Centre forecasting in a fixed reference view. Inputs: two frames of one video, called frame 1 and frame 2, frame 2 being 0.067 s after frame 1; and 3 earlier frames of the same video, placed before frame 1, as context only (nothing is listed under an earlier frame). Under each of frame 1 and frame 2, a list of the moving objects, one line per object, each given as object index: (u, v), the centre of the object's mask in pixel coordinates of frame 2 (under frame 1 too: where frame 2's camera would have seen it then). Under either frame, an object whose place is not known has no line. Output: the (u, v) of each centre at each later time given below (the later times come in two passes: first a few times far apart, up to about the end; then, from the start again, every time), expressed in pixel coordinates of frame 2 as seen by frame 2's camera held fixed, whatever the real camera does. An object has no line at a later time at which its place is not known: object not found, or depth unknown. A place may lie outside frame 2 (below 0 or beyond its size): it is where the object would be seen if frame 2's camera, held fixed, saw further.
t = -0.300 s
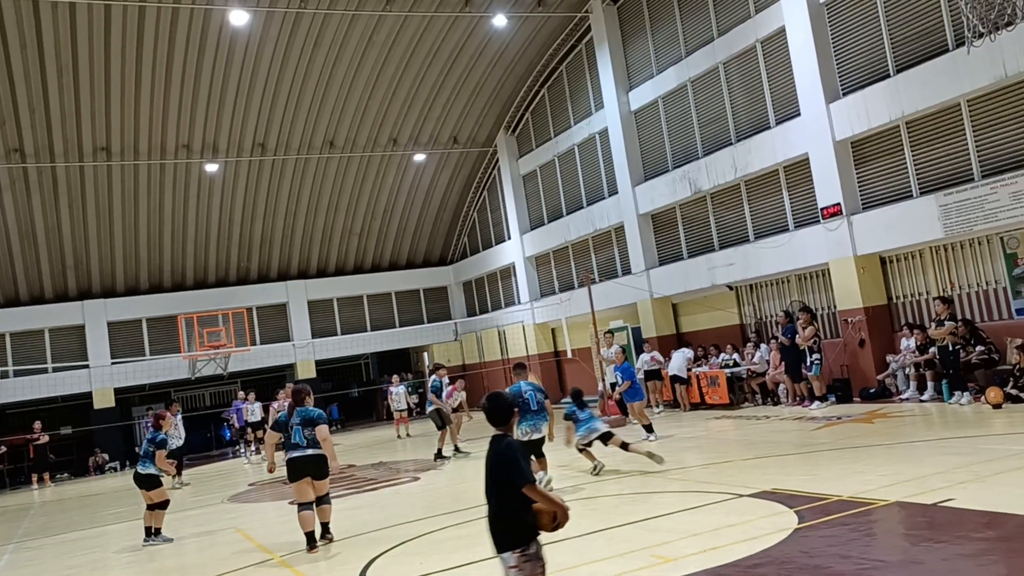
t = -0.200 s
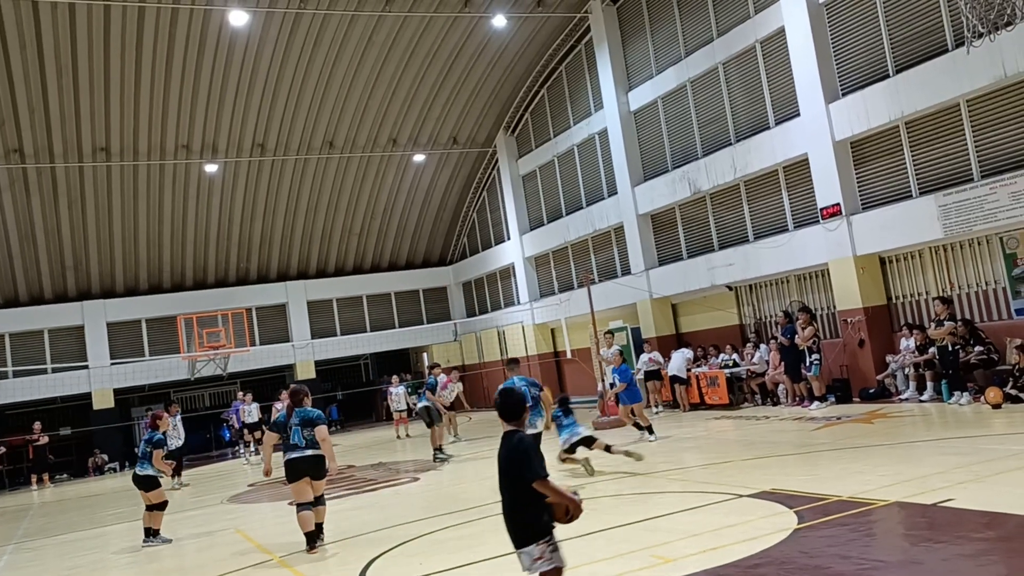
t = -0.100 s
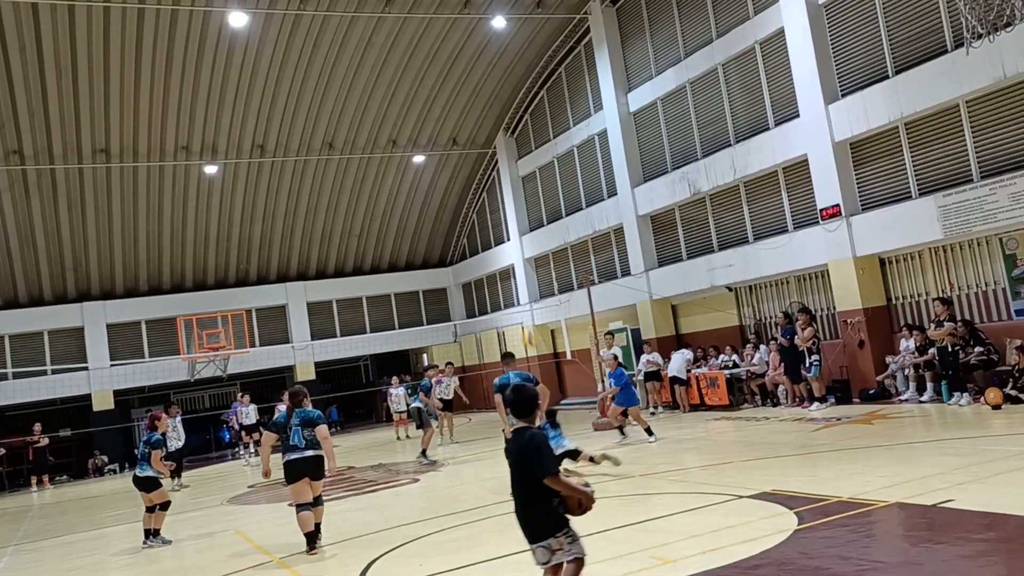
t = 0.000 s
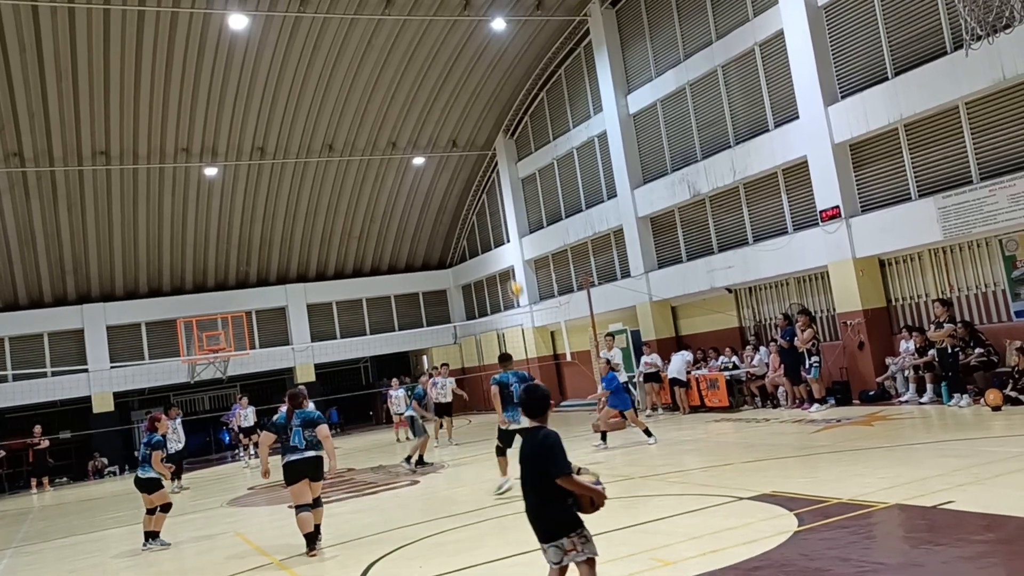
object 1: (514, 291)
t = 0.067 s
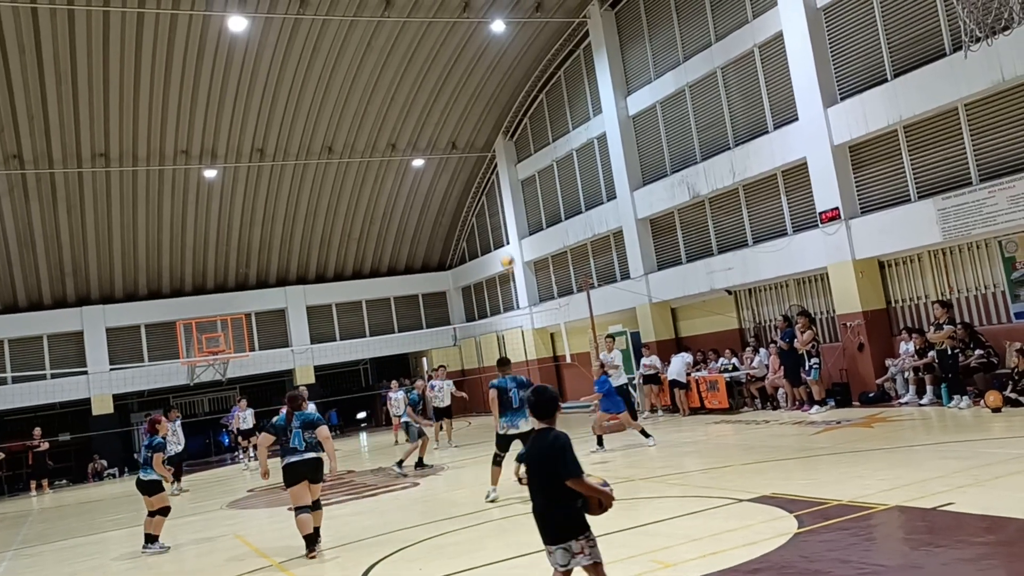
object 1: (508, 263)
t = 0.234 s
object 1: (492, 205)
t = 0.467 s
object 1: (478, 160)
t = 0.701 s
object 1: (470, 151)
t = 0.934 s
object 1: (467, 176)
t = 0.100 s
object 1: (504, 246)
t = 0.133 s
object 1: (501, 237)
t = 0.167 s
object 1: (498, 225)
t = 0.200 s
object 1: (495, 215)
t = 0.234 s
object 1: (492, 205)
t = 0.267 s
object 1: (490, 196)
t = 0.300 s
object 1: (487, 188)
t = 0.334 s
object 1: (485, 181)
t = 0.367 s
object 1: (483, 174)
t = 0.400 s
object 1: (481, 169)
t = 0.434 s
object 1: (479, 164)
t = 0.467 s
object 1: (478, 160)
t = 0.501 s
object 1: (477, 156)
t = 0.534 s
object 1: (475, 154)
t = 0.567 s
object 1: (473, 152)
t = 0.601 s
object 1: (472, 151)
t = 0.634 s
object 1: (471, 150)
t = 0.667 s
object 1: (471, 150)
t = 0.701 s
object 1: (470, 151)
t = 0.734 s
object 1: (469, 153)
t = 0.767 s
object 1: (468, 155)
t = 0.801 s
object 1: (468, 158)
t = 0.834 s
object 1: (467, 162)
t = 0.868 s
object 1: (467, 166)
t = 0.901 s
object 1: (467, 171)
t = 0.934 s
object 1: (467, 176)
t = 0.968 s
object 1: (467, 183)
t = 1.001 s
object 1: (466, 190)
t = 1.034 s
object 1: (467, 197)
